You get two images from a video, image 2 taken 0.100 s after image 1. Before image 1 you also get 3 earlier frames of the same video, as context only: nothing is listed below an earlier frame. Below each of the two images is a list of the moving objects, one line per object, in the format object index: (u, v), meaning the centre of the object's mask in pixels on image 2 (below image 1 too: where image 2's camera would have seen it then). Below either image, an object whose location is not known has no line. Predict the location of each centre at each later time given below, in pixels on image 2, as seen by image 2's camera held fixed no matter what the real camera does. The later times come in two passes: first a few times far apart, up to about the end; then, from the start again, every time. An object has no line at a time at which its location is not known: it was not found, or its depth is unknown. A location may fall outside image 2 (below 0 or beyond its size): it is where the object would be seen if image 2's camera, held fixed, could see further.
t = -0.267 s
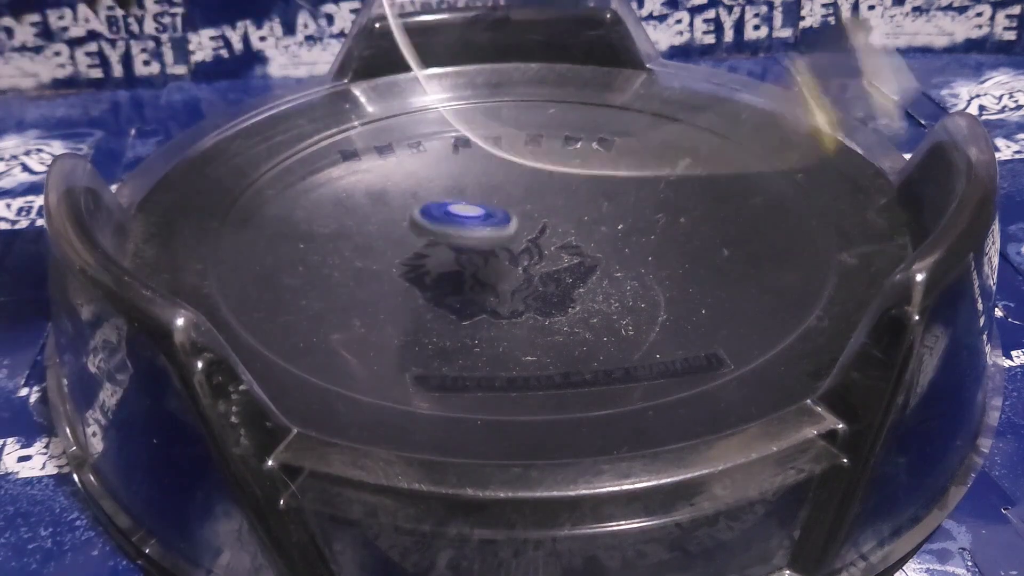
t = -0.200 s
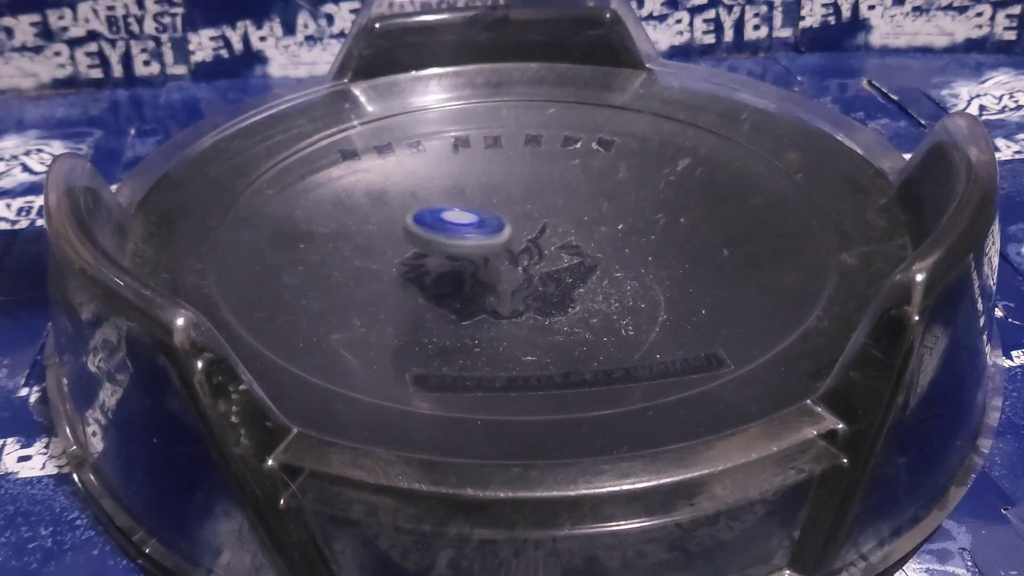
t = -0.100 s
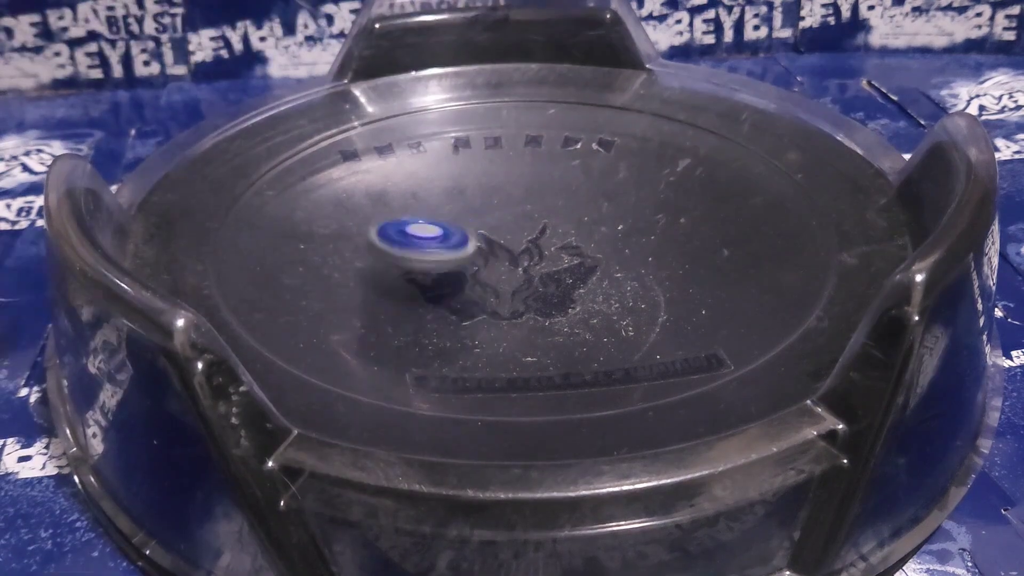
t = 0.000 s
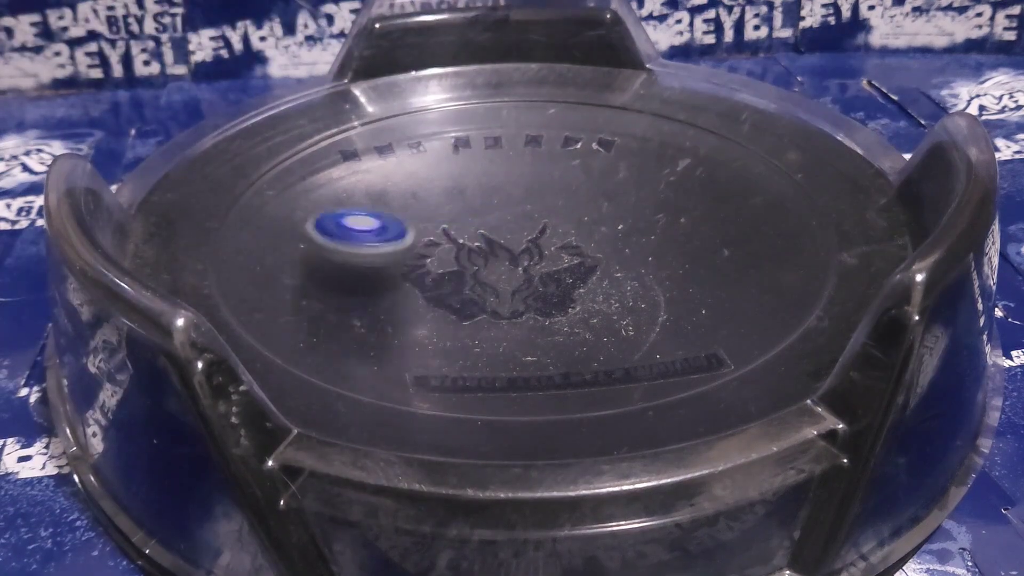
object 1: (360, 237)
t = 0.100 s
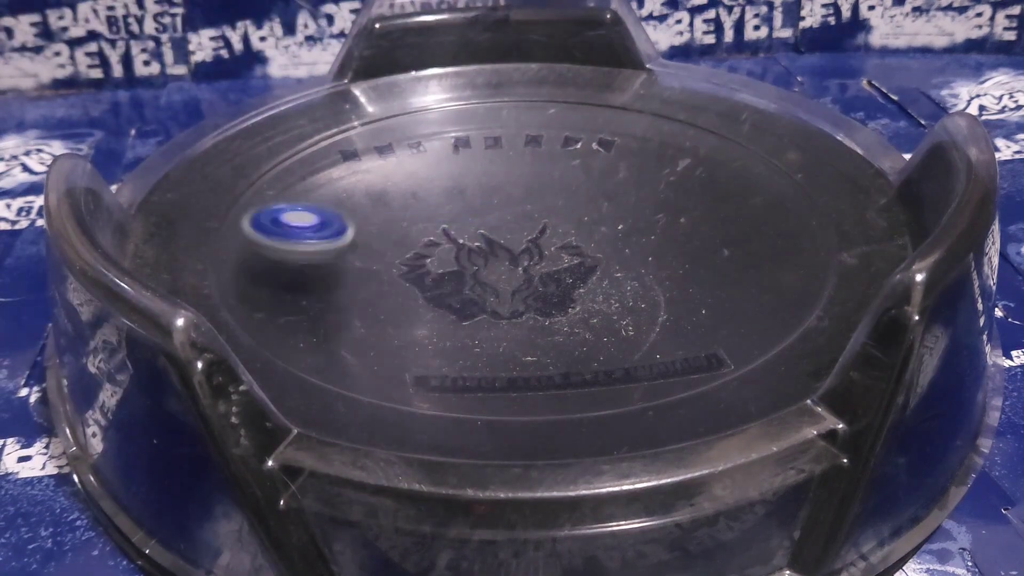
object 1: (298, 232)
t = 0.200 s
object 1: (245, 244)
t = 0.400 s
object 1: (347, 303)
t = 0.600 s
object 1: (601, 249)
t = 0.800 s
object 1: (576, 121)
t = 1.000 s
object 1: (378, 83)
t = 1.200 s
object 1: (189, 133)
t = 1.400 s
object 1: (378, 256)
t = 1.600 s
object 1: (702, 197)
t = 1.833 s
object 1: (636, 103)
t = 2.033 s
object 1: (451, 85)
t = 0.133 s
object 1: (279, 234)
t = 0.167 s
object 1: (261, 239)
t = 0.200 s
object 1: (245, 244)
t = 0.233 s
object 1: (232, 252)
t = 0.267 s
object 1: (231, 259)
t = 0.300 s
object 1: (253, 273)
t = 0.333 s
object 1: (278, 284)
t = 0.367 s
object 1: (309, 295)
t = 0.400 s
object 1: (347, 303)
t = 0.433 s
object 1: (393, 310)
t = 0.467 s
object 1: (444, 310)
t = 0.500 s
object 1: (492, 305)
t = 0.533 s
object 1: (535, 292)
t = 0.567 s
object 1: (575, 272)
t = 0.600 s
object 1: (601, 249)
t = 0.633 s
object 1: (617, 226)
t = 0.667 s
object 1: (624, 201)
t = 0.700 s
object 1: (623, 175)
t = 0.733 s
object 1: (610, 154)
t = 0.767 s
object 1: (593, 136)
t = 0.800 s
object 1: (576, 121)
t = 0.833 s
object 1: (550, 108)
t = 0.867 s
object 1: (519, 96)
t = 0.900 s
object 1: (486, 83)
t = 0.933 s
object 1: (450, 73)
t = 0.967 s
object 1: (414, 74)
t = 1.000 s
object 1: (378, 83)
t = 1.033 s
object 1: (345, 87)
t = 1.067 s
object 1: (308, 93)
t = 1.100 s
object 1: (271, 98)
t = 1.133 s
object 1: (235, 101)
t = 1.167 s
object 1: (208, 107)
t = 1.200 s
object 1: (189, 133)
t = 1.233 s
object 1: (174, 153)
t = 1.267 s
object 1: (166, 174)
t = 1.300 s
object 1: (205, 183)
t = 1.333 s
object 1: (256, 217)
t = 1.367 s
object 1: (313, 236)
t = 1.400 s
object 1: (378, 256)
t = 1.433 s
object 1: (448, 262)
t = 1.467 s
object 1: (498, 263)
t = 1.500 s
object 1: (563, 255)
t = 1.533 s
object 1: (620, 240)
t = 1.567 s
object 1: (667, 218)
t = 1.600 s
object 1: (702, 197)
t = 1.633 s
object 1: (726, 170)
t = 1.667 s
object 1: (739, 151)
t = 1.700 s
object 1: (743, 130)
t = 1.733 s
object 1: (739, 111)
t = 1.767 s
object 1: (706, 97)
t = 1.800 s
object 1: (671, 108)
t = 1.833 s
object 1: (636, 103)
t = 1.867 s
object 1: (602, 101)
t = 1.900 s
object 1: (569, 97)
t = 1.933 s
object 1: (537, 93)
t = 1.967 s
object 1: (507, 90)
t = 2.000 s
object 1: (478, 86)
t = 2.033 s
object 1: (451, 85)
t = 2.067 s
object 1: (426, 85)
